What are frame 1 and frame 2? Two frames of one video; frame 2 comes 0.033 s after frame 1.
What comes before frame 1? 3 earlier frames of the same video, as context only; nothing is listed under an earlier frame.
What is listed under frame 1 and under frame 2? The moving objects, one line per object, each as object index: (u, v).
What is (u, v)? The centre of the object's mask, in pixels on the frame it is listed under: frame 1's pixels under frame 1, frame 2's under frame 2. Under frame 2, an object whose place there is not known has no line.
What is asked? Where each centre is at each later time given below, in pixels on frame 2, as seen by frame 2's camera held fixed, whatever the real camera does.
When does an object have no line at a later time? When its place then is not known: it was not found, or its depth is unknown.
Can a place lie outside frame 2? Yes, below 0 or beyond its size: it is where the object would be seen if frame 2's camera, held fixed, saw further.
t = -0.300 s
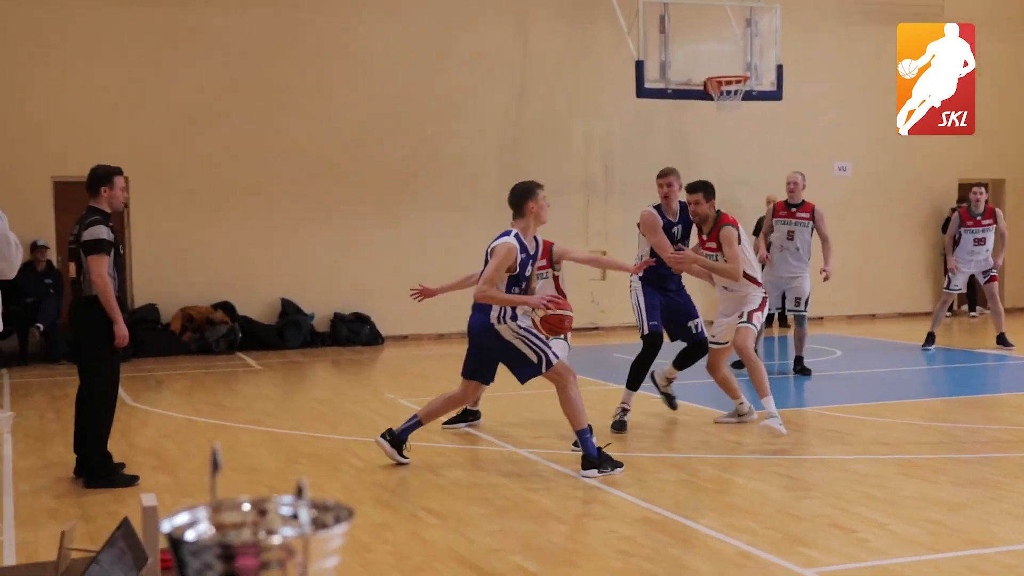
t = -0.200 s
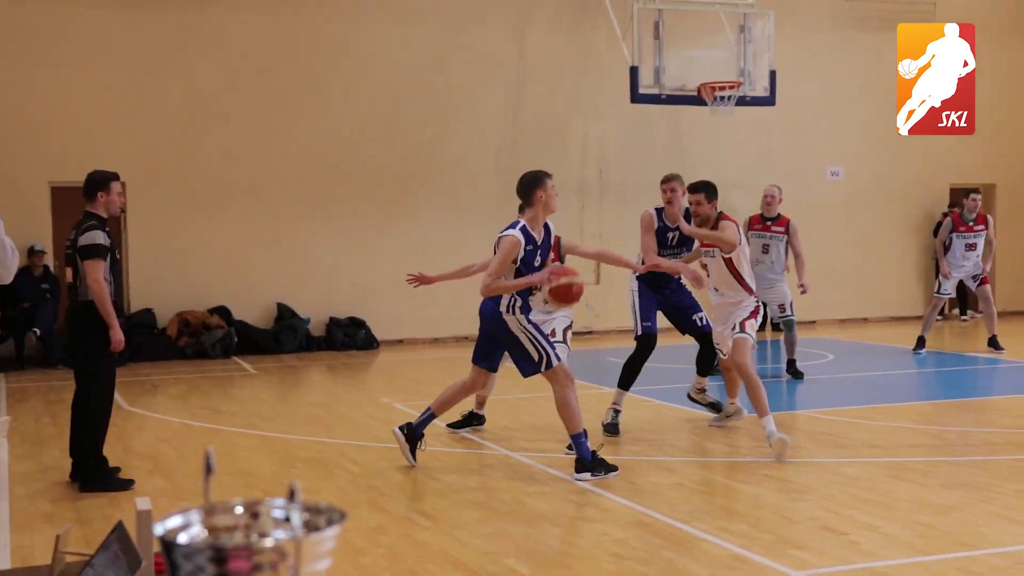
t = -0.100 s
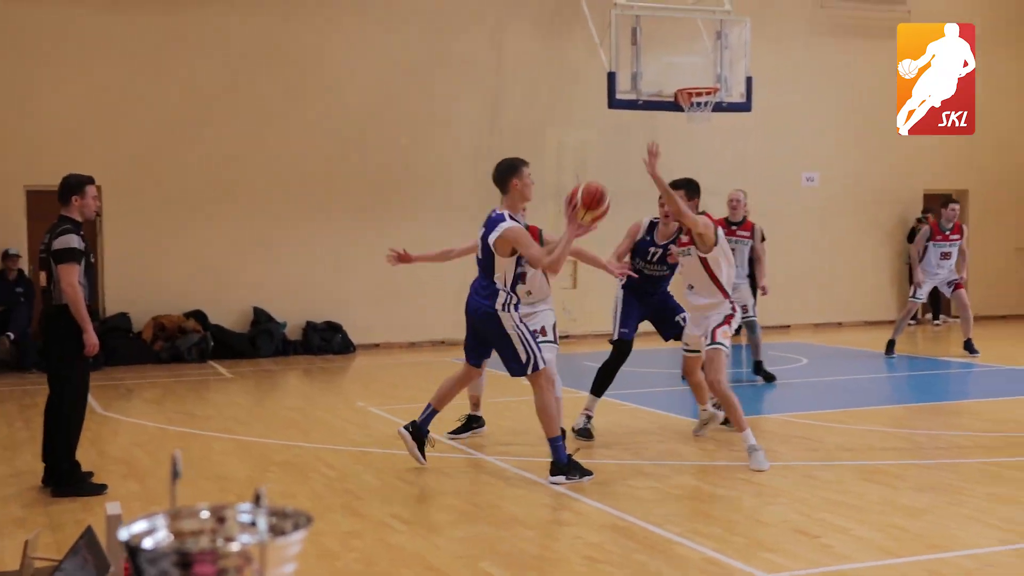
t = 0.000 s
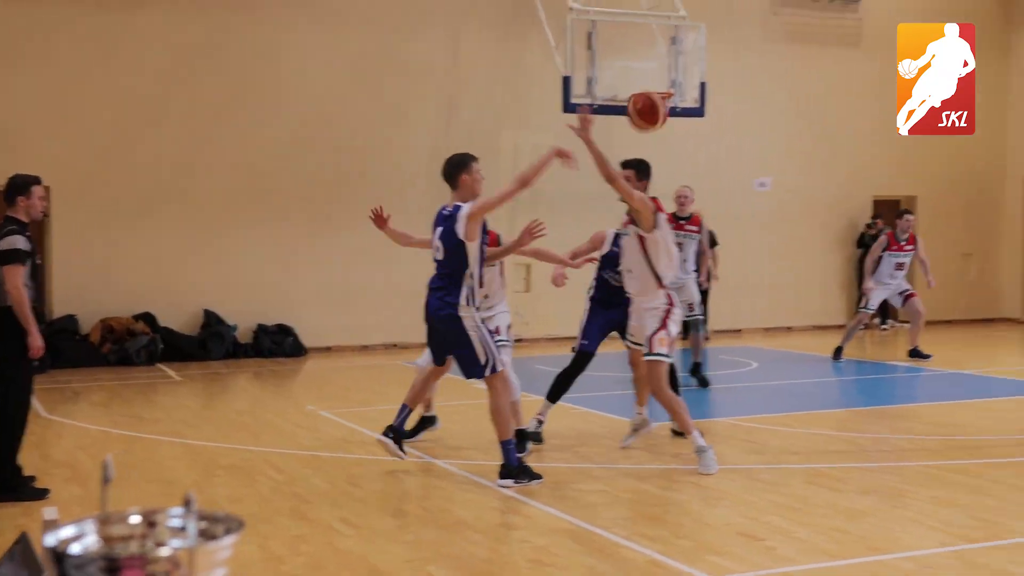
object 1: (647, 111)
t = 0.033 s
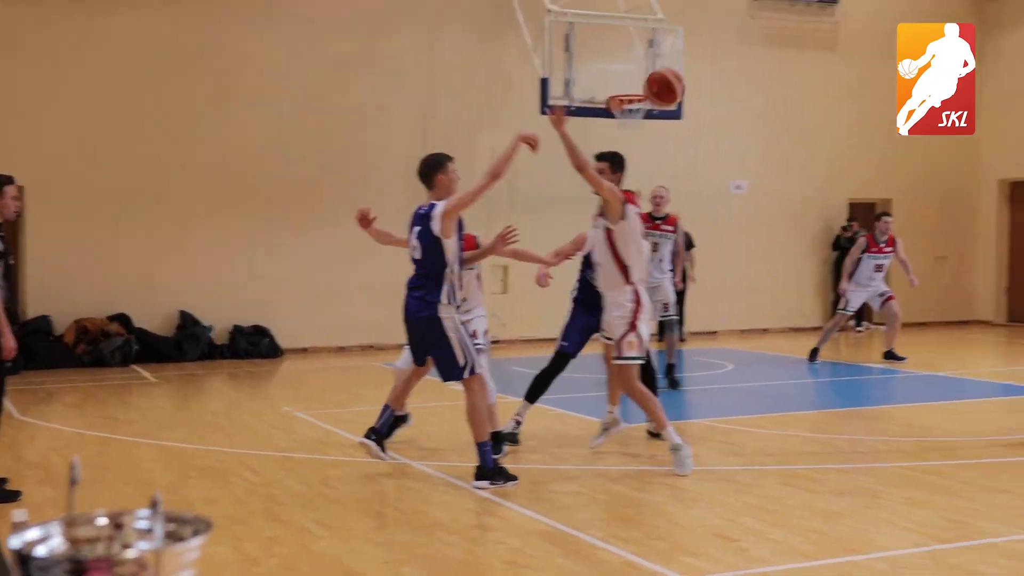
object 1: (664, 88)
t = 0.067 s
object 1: (703, 64)
